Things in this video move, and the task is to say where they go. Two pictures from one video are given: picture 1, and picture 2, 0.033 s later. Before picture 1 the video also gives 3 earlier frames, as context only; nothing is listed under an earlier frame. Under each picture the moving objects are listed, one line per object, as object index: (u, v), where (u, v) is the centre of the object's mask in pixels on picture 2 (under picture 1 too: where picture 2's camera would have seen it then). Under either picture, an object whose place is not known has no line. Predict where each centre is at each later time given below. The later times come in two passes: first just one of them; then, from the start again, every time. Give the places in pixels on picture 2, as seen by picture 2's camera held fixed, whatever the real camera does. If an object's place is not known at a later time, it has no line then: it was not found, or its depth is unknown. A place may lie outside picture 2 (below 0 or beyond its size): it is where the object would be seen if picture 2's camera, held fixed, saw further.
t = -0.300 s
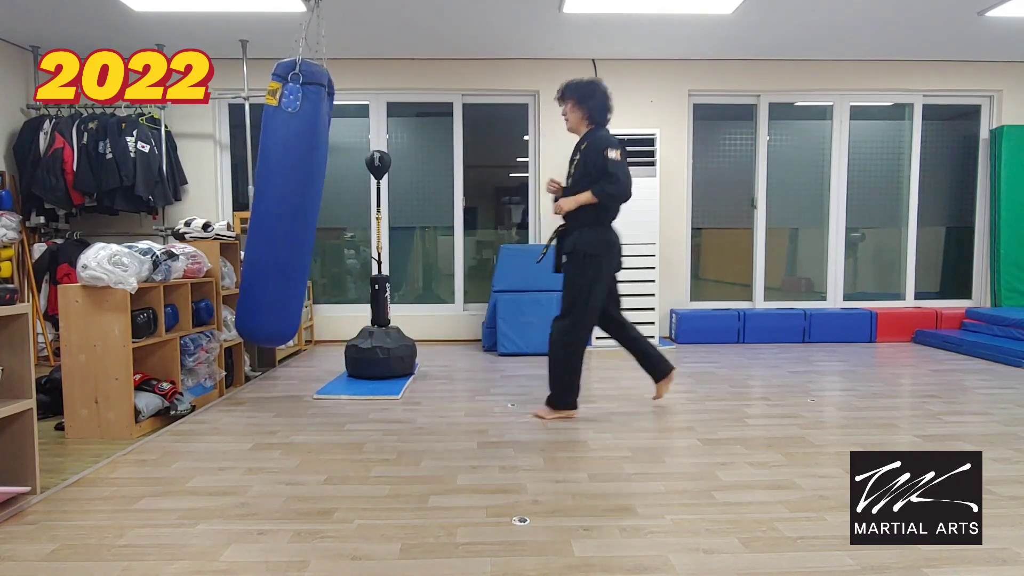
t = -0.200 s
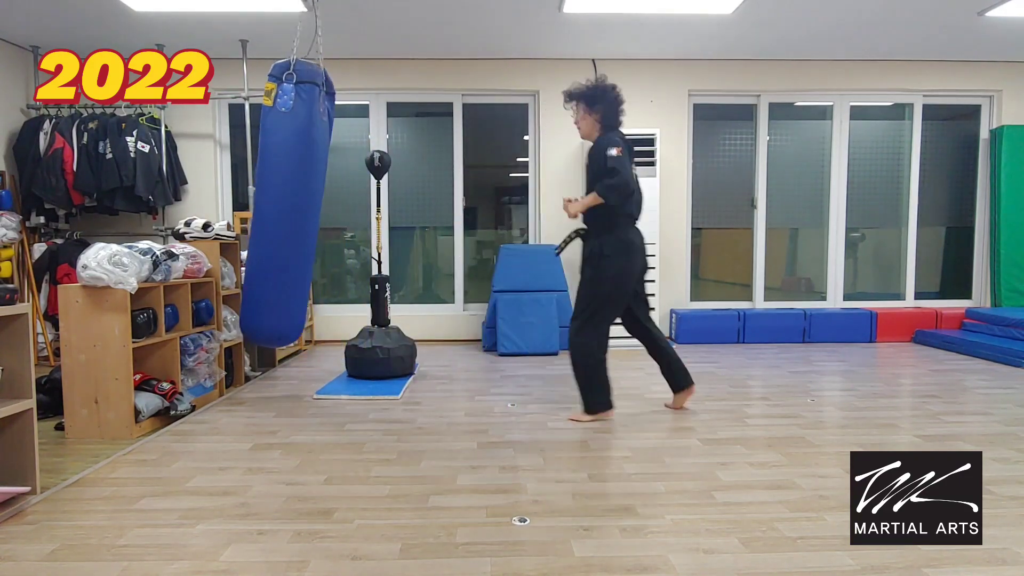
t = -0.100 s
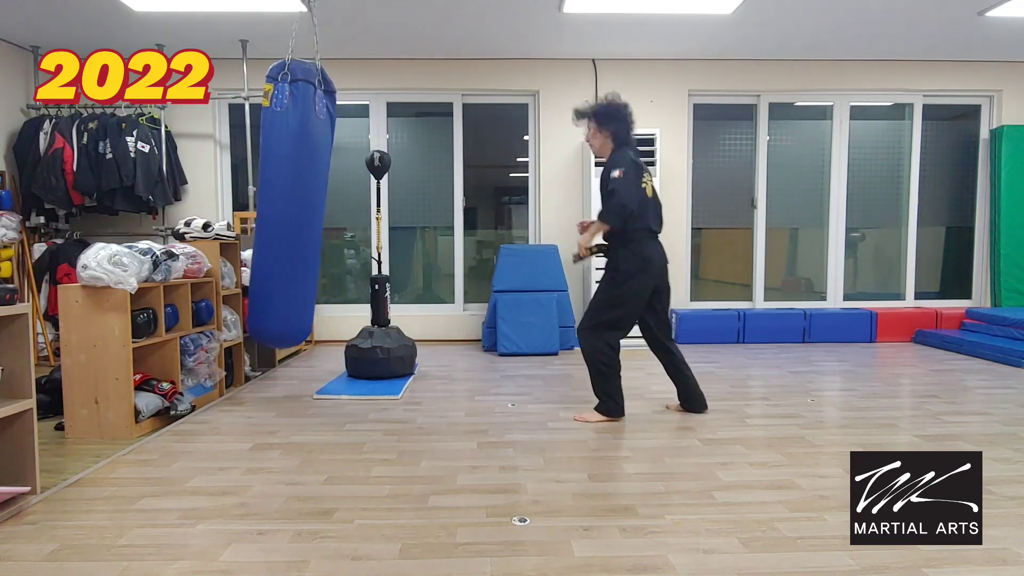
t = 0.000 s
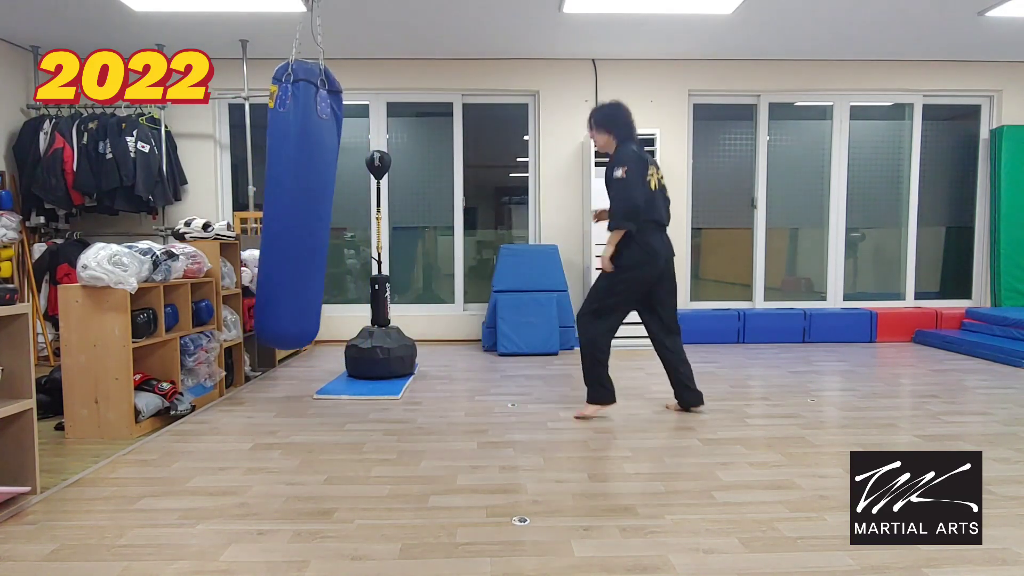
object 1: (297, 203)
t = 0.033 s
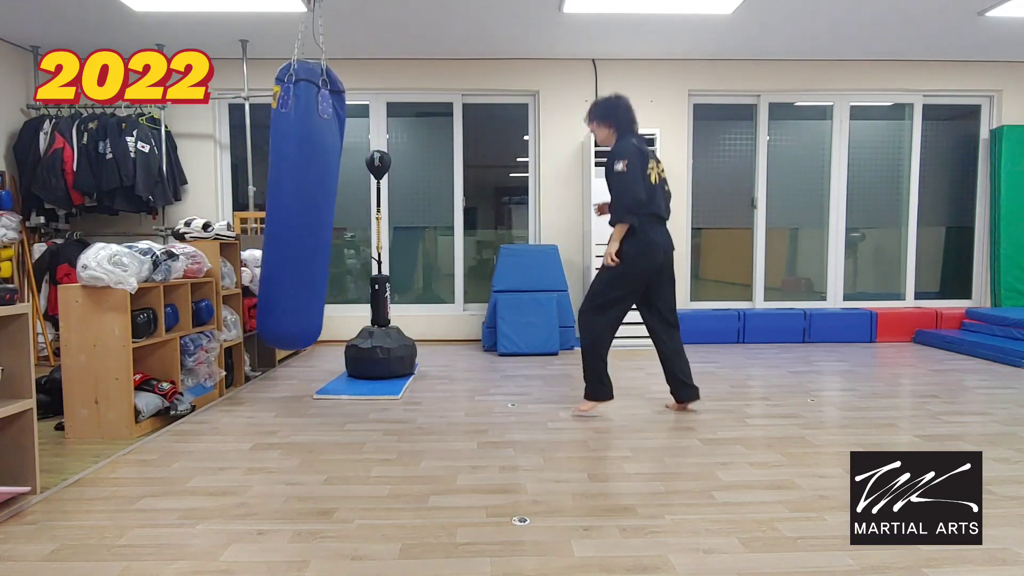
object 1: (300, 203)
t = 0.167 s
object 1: (311, 206)
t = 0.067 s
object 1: (303, 204)
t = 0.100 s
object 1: (306, 204)
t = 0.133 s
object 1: (308, 206)
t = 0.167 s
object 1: (311, 206)
